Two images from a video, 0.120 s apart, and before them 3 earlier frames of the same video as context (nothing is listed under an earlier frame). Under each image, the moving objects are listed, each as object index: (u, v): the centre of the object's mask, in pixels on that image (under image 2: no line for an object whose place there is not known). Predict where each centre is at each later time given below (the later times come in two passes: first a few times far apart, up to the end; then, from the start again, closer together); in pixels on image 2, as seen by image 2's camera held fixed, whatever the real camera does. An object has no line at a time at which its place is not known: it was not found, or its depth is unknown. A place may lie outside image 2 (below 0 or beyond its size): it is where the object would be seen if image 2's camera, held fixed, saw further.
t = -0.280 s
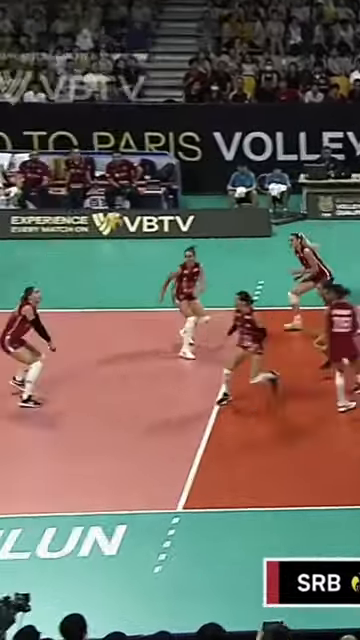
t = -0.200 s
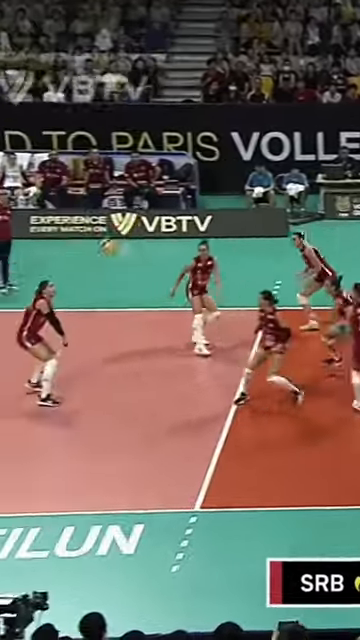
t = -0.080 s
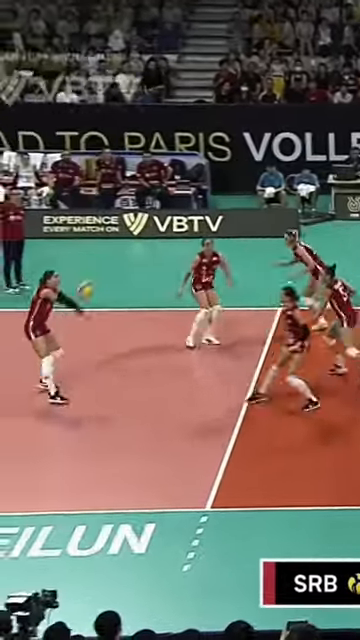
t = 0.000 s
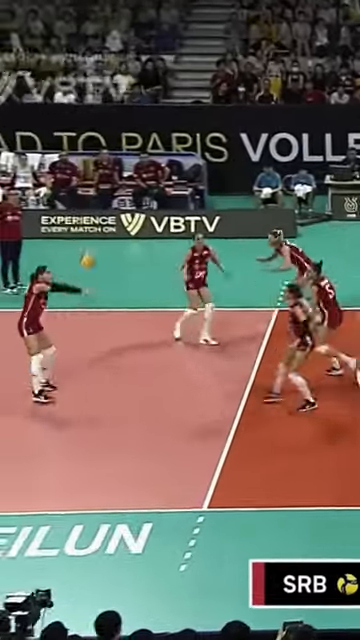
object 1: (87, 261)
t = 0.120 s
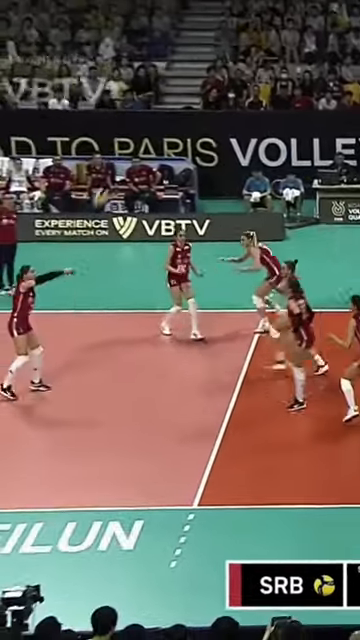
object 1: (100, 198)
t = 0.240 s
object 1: (123, 146)
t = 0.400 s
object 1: (151, 93)
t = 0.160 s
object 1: (107, 178)
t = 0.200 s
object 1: (115, 161)
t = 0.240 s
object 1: (123, 146)
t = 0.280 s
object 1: (130, 130)
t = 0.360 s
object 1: (144, 104)
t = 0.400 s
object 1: (151, 93)
